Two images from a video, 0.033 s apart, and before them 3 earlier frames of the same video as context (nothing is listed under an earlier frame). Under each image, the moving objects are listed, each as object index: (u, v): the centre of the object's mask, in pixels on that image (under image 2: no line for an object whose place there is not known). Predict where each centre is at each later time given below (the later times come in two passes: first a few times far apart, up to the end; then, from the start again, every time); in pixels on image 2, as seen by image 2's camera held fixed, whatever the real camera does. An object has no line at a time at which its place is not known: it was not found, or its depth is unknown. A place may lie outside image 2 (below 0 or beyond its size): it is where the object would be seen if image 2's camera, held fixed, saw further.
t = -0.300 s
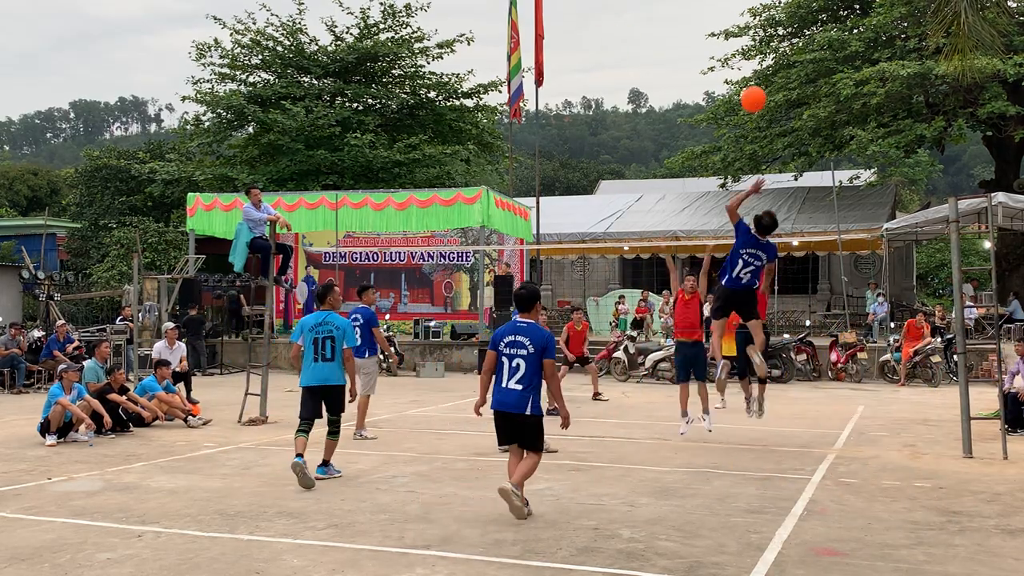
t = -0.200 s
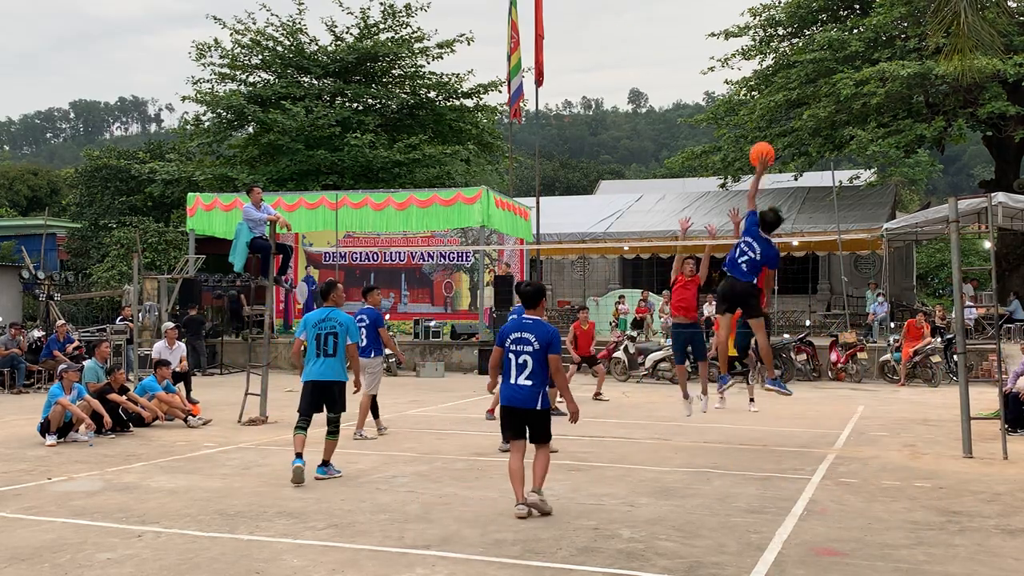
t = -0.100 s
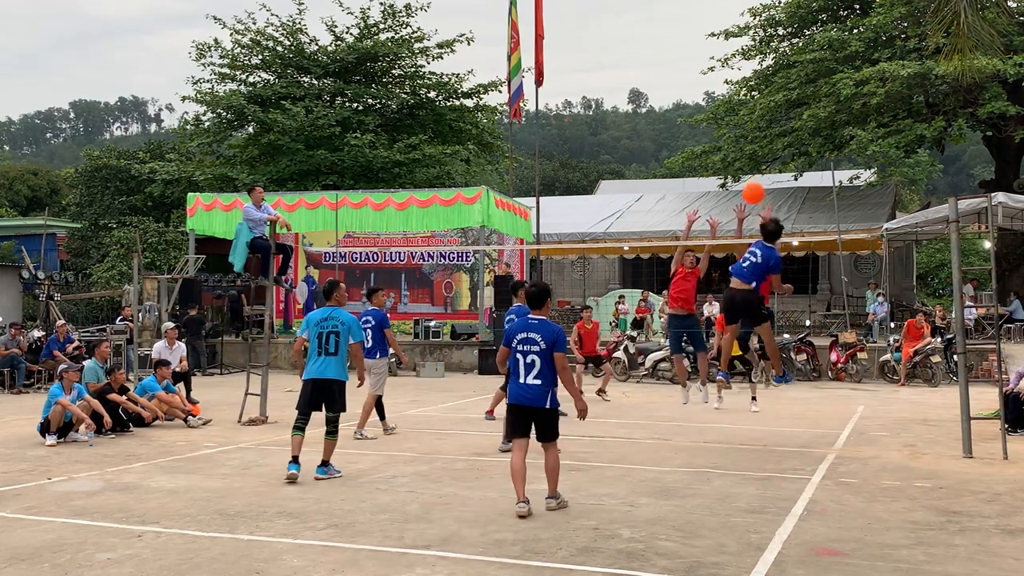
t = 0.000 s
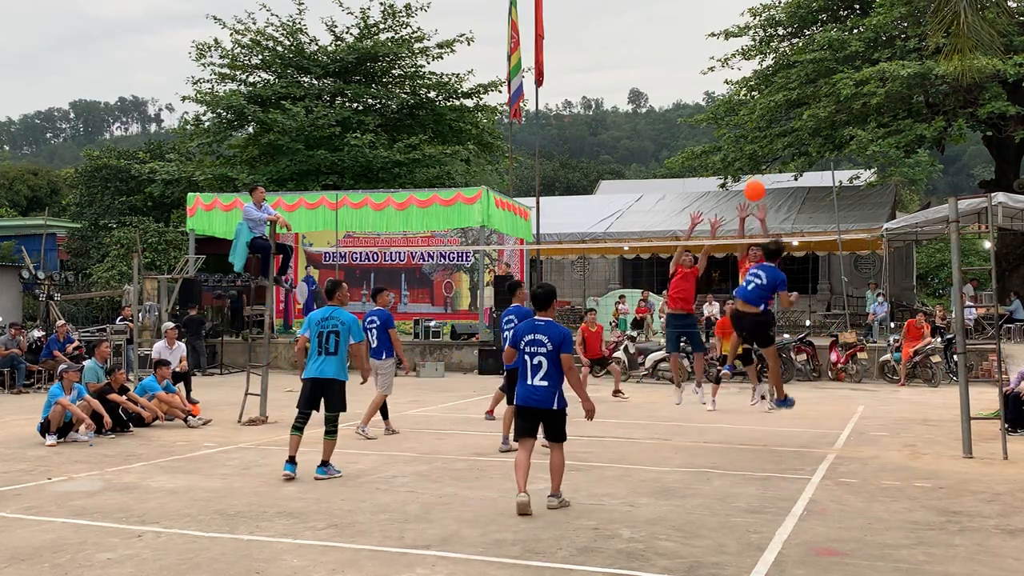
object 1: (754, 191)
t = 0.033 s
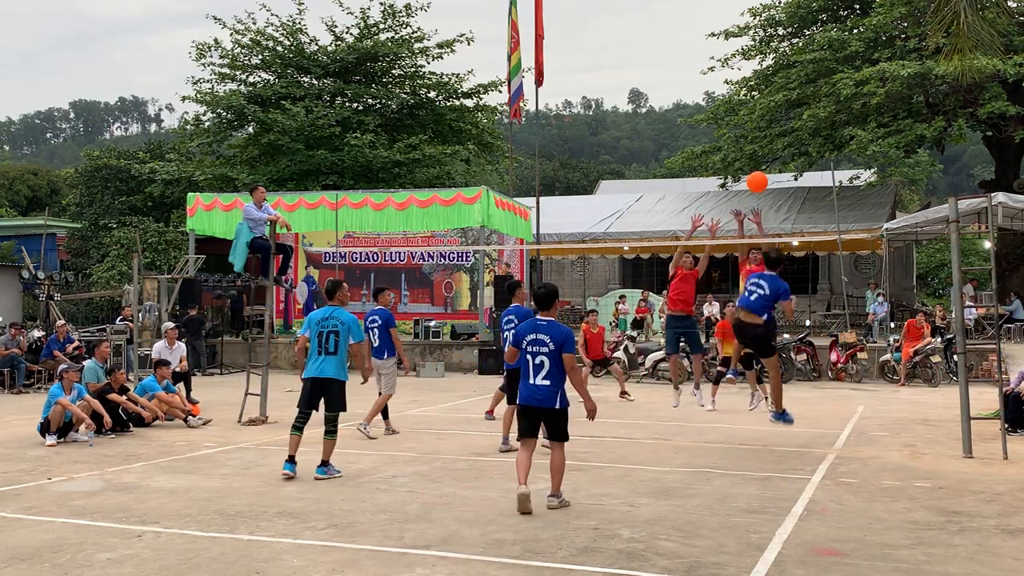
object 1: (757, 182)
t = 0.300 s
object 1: (778, 149)
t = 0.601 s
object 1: (798, 184)
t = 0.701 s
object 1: (805, 211)
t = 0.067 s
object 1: (760, 174)
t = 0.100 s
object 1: (762, 167)
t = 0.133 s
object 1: (765, 162)
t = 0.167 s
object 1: (768, 158)
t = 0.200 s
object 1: (770, 154)
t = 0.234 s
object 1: (773, 151)
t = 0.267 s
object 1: (775, 150)
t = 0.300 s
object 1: (778, 149)
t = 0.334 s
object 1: (780, 150)
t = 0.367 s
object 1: (782, 151)
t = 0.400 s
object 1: (785, 153)
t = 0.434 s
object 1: (787, 156)
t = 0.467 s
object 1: (790, 159)
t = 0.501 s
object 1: (792, 164)
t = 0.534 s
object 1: (794, 170)
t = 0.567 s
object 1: (796, 177)
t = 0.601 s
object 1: (798, 184)
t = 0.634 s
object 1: (801, 193)
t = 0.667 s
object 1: (803, 201)
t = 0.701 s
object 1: (805, 211)
